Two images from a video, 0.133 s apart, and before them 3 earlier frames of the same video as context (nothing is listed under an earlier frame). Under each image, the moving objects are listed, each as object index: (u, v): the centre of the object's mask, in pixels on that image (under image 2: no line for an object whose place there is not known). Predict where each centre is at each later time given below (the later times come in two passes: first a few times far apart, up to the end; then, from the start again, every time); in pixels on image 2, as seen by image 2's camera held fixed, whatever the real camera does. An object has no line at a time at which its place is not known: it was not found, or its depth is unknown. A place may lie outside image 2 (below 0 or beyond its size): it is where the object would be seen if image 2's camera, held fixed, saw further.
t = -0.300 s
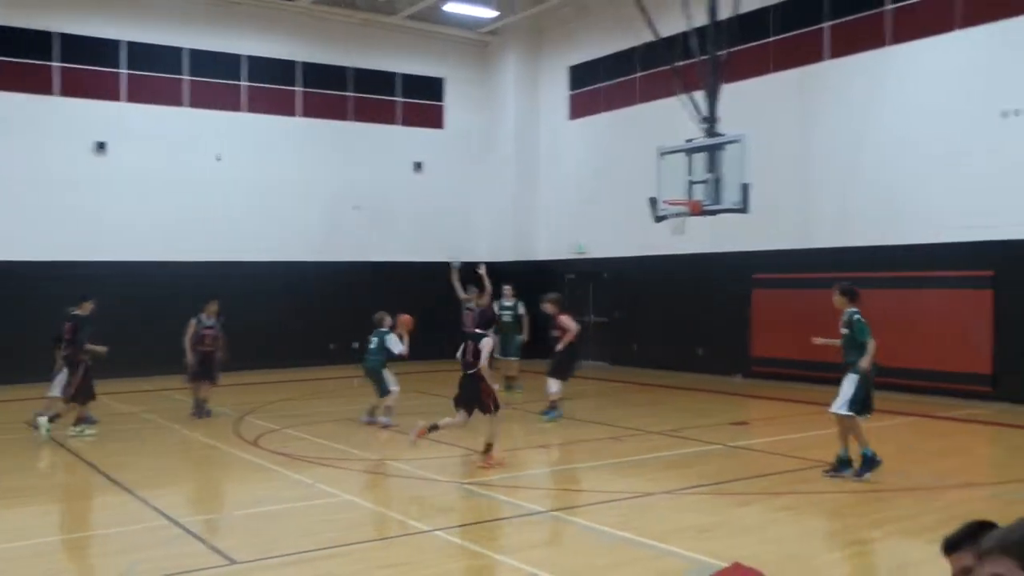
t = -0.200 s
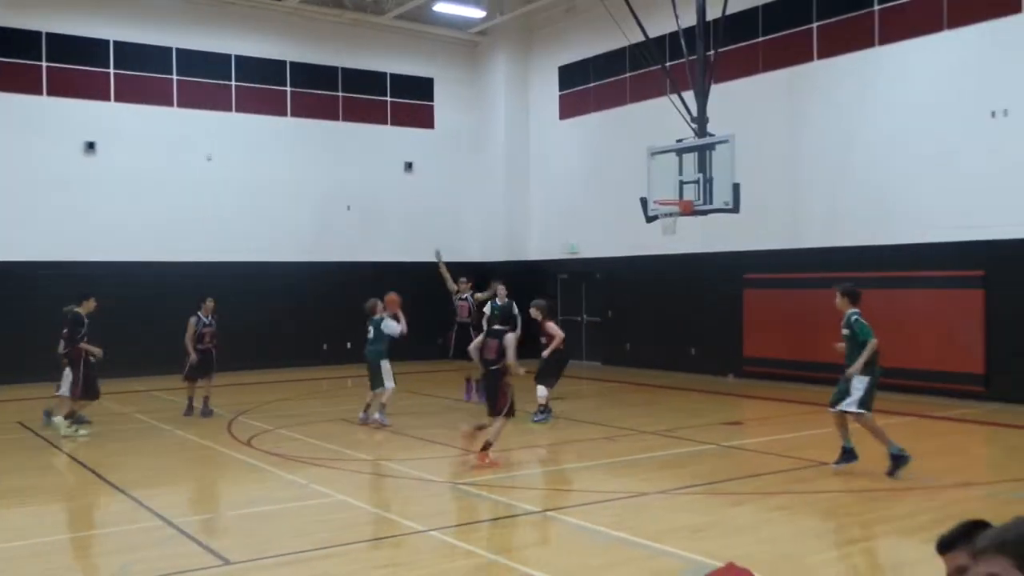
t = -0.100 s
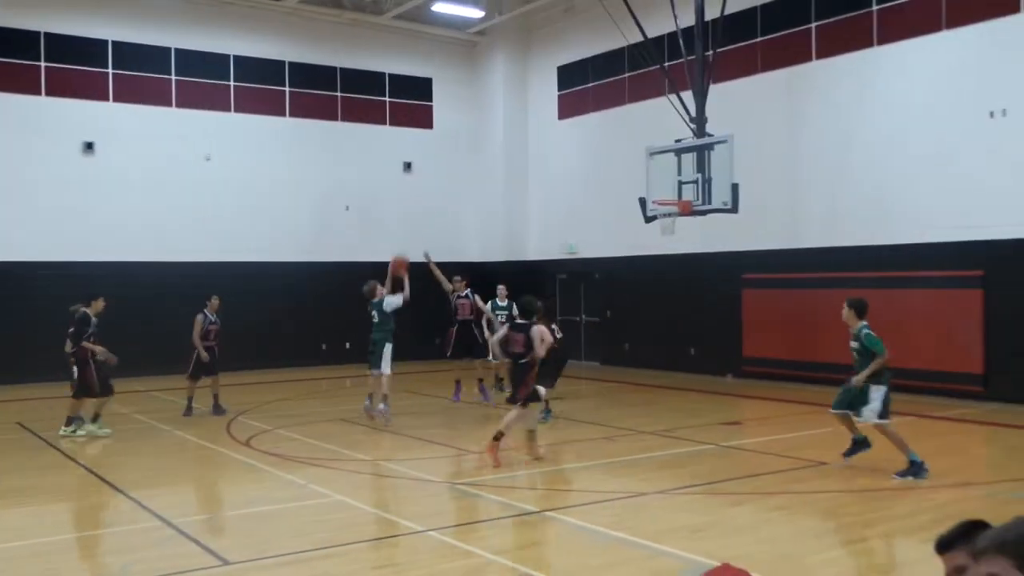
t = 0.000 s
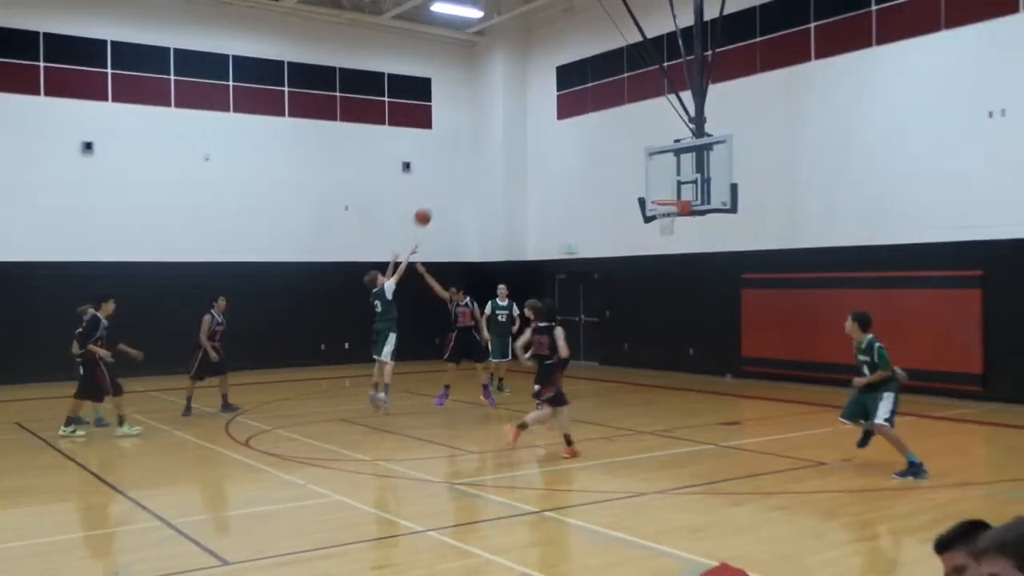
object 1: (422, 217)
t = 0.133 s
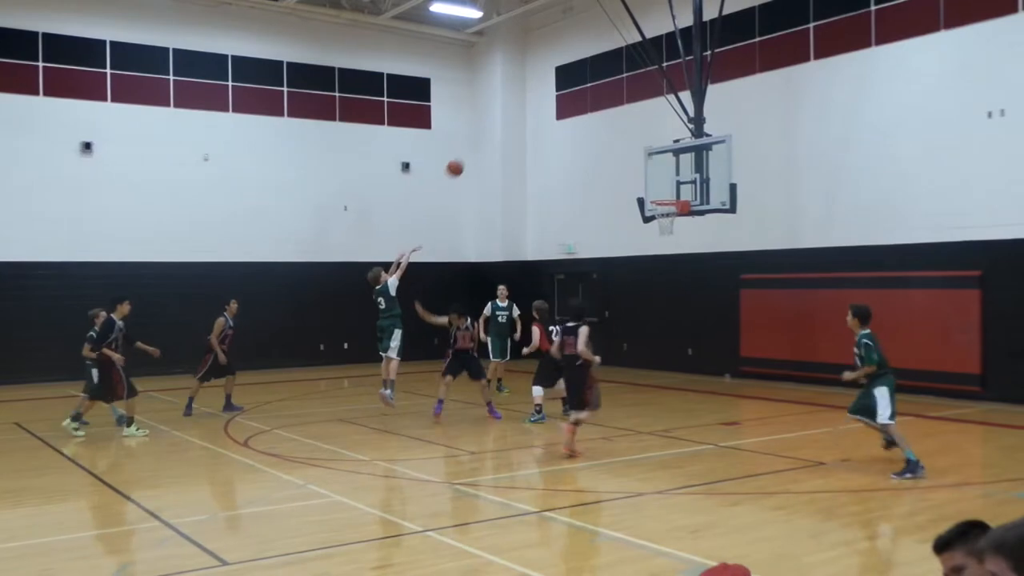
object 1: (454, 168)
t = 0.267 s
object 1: (487, 133)
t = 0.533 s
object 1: (548, 102)
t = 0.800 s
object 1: (606, 119)
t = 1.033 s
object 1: (653, 172)
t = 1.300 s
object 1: (646, 182)
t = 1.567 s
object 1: (606, 197)
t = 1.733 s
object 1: (579, 236)
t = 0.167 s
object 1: (463, 158)
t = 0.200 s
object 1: (470, 149)
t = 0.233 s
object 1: (478, 140)
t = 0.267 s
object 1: (487, 133)
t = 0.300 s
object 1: (494, 126)
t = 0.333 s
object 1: (502, 120)
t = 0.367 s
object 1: (510, 115)
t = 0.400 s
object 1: (518, 111)
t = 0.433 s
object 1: (525, 108)
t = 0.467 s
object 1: (533, 105)
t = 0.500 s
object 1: (540, 103)
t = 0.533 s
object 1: (548, 102)
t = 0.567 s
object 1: (556, 101)
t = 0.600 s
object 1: (563, 101)
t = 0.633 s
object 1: (570, 101)
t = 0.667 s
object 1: (578, 104)
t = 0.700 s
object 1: (584, 107)
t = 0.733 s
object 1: (592, 110)
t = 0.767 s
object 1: (599, 114)
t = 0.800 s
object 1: (606, 119)
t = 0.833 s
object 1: (613, 125)
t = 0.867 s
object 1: (619, 131)
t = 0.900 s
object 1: (626, 138)
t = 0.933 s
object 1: (633, 145)
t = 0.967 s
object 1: (640, 154)
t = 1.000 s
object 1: (646, 162)
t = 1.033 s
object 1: (653, 172)
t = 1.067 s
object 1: (660, 182)
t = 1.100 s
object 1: (666, 193)
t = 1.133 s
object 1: (668, 196)
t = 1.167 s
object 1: (663, 192)
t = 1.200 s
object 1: (660, 189)
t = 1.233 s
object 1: (655, 186)
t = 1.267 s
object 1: (650, 183)
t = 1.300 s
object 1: (646, 182)
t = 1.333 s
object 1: (641, 180)
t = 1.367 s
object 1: (636, 180)
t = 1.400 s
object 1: (631, 181)
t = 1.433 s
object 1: (626, 183)
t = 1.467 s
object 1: (621, 185)
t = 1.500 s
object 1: (616, 188)
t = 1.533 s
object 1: (611, 192)
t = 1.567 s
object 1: (606, 197)
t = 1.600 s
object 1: (601, 202)
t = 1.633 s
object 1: (595, 209)
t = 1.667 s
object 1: (590, 217)
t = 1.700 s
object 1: (584, 226)
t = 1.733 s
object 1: (579, 236)
